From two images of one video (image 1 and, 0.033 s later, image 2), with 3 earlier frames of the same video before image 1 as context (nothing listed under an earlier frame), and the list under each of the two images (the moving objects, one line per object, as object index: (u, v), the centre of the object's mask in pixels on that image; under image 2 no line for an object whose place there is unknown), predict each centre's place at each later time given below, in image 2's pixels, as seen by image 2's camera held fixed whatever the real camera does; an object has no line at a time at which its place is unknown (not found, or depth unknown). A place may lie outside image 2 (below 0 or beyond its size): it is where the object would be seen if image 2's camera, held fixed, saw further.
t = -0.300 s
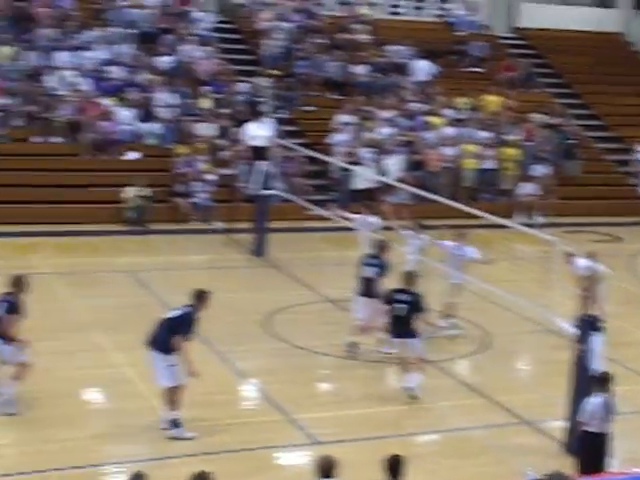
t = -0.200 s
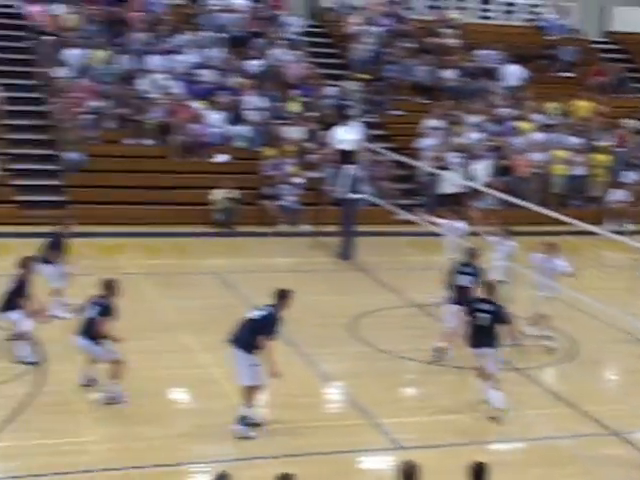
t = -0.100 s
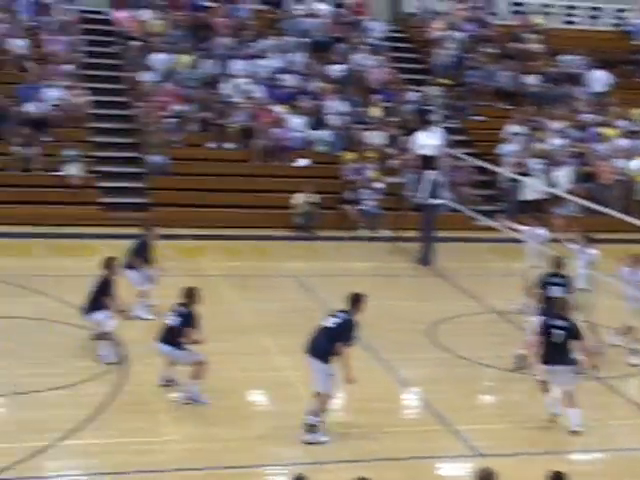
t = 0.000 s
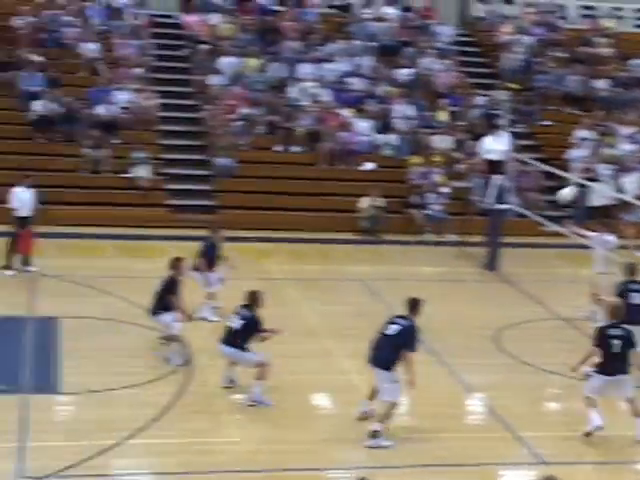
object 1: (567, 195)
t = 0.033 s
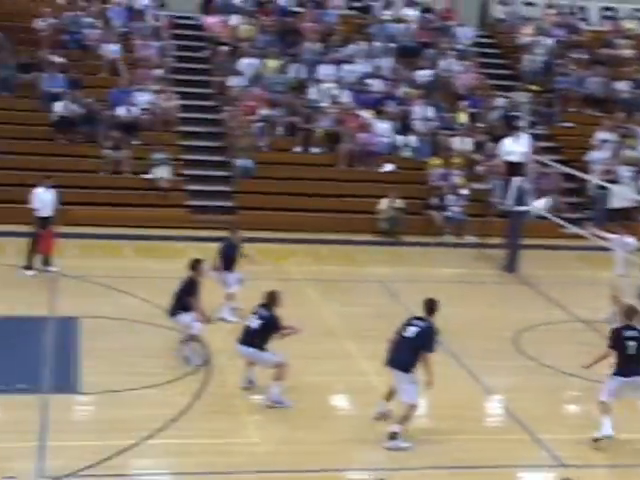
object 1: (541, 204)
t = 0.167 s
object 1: (358, 255)
